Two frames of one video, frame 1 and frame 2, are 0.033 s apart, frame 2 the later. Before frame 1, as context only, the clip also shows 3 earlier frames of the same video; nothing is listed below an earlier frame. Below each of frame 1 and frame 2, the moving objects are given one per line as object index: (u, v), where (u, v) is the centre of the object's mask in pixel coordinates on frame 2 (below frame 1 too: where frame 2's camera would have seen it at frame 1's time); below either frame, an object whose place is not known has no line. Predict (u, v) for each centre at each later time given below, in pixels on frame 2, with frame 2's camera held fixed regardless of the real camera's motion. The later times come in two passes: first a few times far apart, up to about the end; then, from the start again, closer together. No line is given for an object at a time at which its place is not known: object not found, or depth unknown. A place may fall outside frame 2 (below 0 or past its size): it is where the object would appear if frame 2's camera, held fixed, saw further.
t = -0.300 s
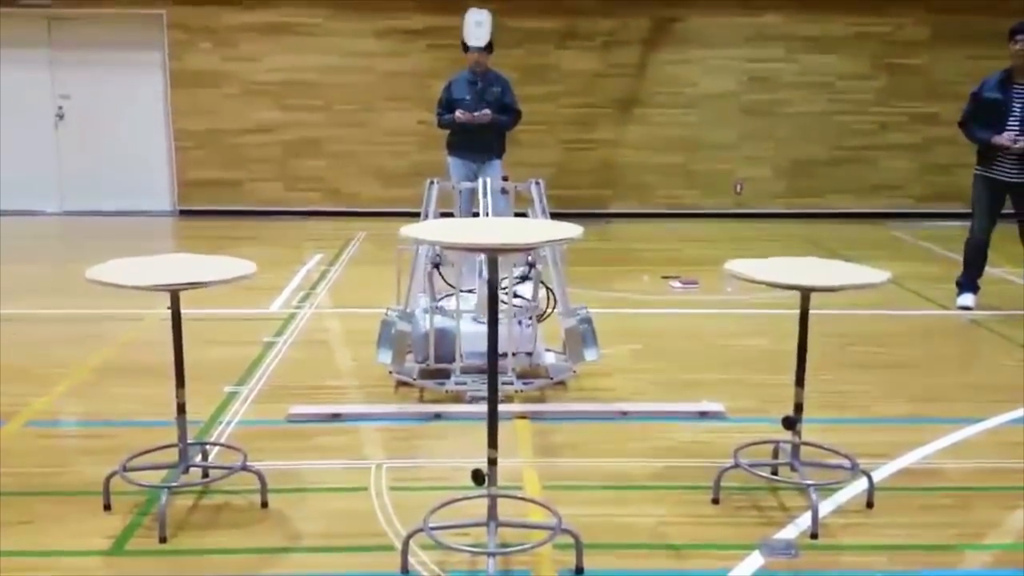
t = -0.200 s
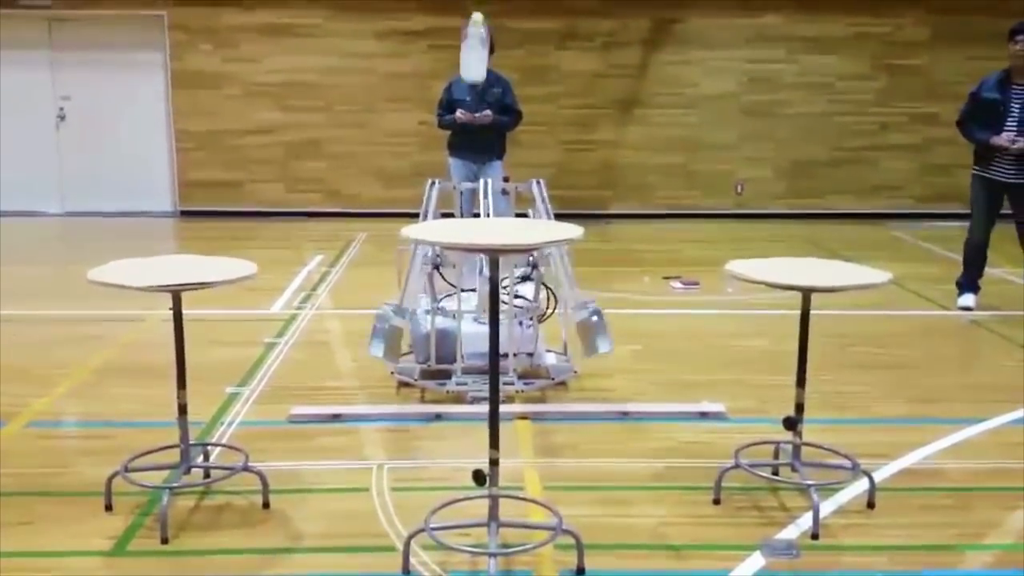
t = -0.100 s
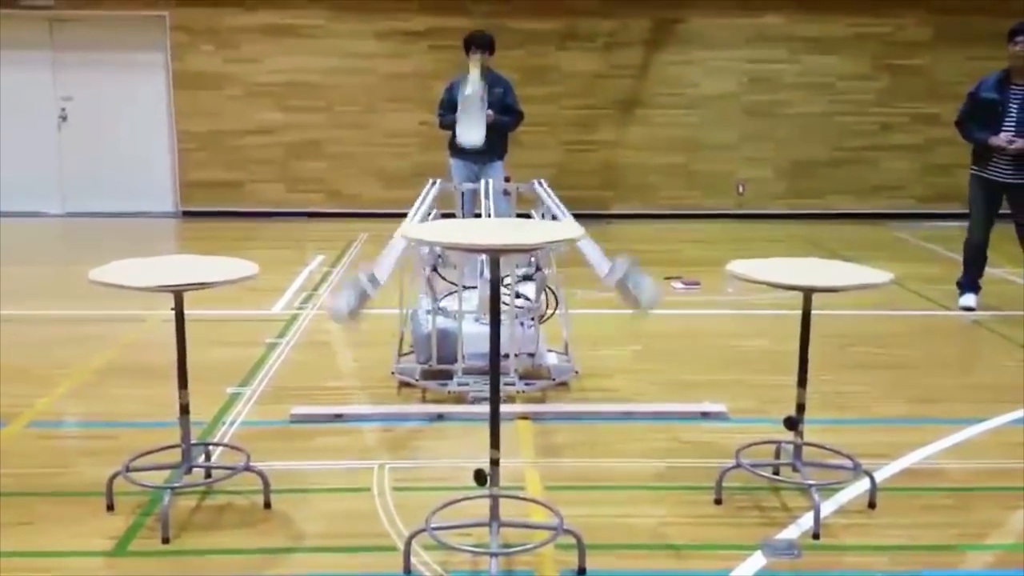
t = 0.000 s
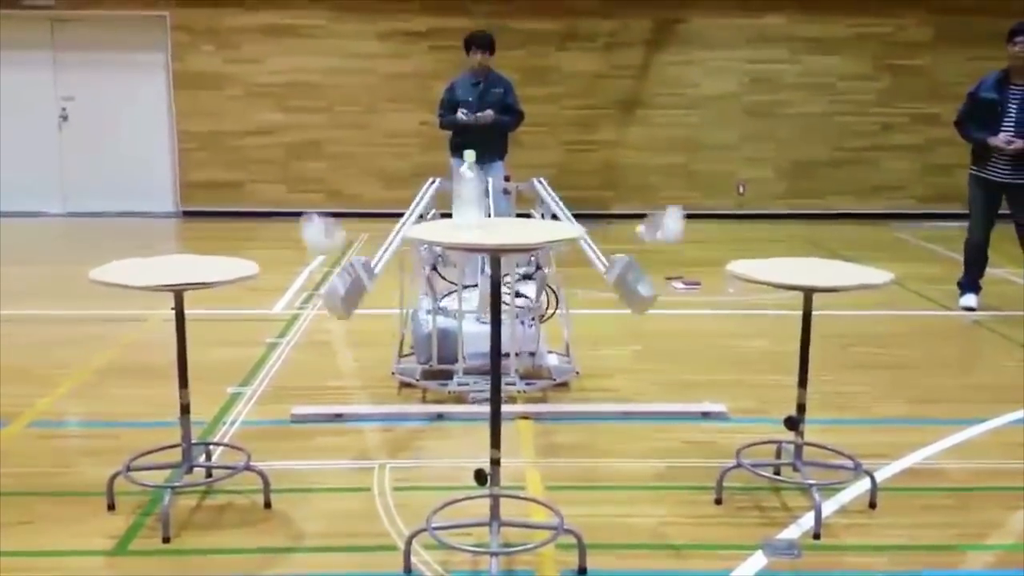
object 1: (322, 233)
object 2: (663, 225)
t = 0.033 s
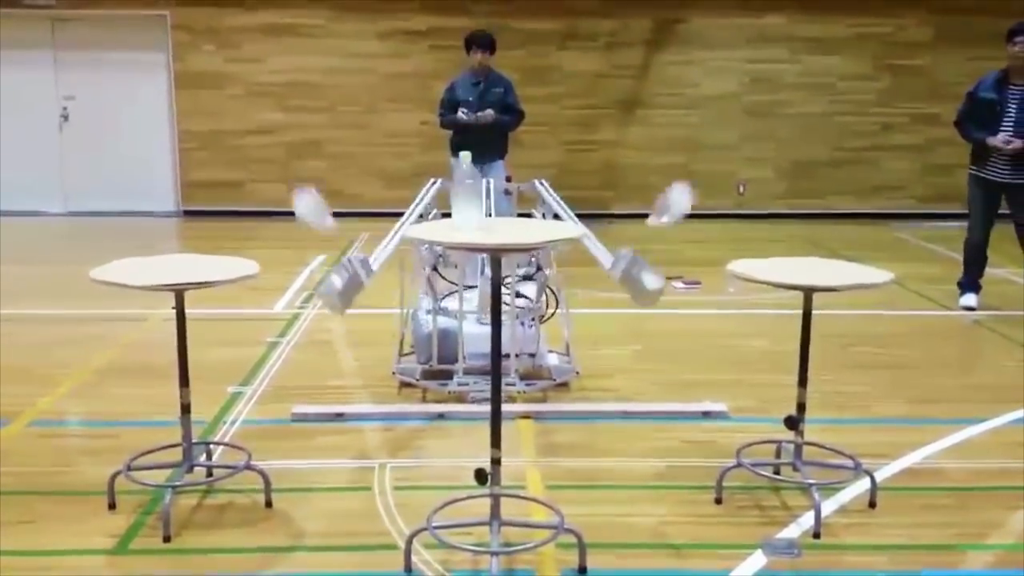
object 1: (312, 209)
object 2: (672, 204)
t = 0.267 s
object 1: (256, 116)
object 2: (727, 127)
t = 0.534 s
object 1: (202, 192)
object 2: (776, 218)
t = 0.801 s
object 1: (158, 237)
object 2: (791, 238)
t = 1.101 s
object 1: (148, 236)
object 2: (791, 239)
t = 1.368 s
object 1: (148, 236)
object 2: (791, 237)
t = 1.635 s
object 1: (149, 236)
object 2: (791, 239)
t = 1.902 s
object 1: (148, 236)
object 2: (791, 239)
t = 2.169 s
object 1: (151, 235)
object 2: (792, 240)
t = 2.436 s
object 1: (149, 235)
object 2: (791, 239)
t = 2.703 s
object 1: (150, 235)
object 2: (790, 239)
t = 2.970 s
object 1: (150, 234)
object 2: (790, 238)
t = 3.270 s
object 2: (790, 238)
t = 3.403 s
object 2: (790, 237)
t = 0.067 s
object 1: (305, 186)
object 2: (680, 187)
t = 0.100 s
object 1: (297, 169)
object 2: (687, 172)
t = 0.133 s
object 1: (289, 155)
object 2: (695, 158)
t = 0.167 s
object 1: (282, 142)
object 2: (703, 147)
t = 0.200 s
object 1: (272, 132)
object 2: (711, 138)
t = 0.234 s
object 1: (264, 124)
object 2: (719, 131)
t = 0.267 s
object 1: (256, 116)
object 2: (727, 127)
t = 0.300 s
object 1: (249, 113)
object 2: (734, 126)
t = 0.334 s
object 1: (242, 113)
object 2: (741, 128)
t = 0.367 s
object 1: (235, 117)
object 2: (747, 134)
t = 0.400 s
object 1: (226, 125)
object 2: (754, 143)
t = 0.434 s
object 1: (220, 135)
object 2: (760, 156)
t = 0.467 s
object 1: (213, 151)
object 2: (766, 174)
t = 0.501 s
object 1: (207, 169)
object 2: (771, 194)
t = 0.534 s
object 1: (202, 192)
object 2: (776, 218)
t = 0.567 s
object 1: (196, 219)
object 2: (780, 236)
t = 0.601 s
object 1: (191, 231)
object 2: (780, 239)
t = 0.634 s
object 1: (180, 235)
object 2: (783, 237)
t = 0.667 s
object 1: (174, 235)
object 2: (784, 238)
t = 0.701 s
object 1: (169, 236)
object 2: (785, 238)
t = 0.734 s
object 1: (165, 235)
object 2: (786, 238)
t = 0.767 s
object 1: (163, 237)
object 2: (789, 238)
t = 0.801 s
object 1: (158, 237)
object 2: (791, 238)
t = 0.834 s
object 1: (153, 235)
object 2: (791, 239)
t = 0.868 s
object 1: (151, 236)
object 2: (791, 239)
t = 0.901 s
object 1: (149, 236)
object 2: (791, 239)
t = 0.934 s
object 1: (148, 236)
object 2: (791, 239)
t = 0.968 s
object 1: (148, 235)
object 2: (791, 239)
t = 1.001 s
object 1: (148, 236)
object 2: (791, 239)
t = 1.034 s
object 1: (149, 236)
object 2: (791, 239)
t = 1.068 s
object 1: (148, 236)
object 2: (791, 239)
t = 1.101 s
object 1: (148, 236)
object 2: (791, 239)
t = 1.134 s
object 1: (148, 236)
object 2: (791, 239)
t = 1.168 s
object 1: (147, 236)
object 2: (791, 238)
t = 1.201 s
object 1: (148, 236)
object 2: (791, 238)
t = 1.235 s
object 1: (148, 236)
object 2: (791, 238)
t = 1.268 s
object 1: (148, 236)
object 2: (791, 238)
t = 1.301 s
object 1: (148, 235)
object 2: (791, 237)
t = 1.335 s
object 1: (149, 235)
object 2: (791, 237)
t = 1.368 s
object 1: (148, 236)
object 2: (791, 237)
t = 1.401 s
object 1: (149, 236)
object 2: (791, 237)
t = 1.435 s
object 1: (149, 236)
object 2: (791, 238)
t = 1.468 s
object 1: (149, 236)
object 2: (791, 238)
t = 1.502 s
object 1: (149, 236)
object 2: (791, 238)
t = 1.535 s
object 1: (149, 236)
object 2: (791, 239)
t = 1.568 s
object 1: (149, 236)
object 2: (791, 238)
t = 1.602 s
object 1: (149, 236)
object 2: (791, 239)
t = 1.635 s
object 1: (149, 236)
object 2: (791, 239)
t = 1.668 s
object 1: (149, 236)
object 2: (791, 239)
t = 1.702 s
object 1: (149, 236)
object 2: (791, 239)
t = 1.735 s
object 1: (149, 236)
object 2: (791, 239)
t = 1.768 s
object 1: (149, 235)
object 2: (791, 239)
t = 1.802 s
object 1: (149, 236)
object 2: (791, 239)
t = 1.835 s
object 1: (149, 236)
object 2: (791, 239)
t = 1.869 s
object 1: (148, 235)
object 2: (791, 239)
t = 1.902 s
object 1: (148, 236)
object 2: (791, 239)
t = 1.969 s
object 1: (149, 236)
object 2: (791, 239)
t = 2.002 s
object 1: (149, 236)
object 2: (791, 239)
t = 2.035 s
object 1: (148, 236)
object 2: (791, 238)
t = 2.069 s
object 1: (148, 236)
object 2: (791, 238)
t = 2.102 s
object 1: (149, 236)
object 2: (791, 238)
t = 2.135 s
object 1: (150, 235)
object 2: (791, 238)
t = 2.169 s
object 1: (151, 235)
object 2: (792, 240)
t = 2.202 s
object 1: (150, 235)
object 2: (791, 239)
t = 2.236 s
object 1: (149, 236)
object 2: (791, 239)
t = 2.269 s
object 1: (149, 235)
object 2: (791, 239)
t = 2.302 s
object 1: (149, 235)
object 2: (790, 239)
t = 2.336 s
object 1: (149, 236)
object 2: (791, 239)
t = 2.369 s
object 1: (148, 235)
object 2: (791, 239)
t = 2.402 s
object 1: (148, 235)
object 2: (791, 239)
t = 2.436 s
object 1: (149, 235)
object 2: (791, 239)
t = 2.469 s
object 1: (149, 235)
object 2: (791, 238)
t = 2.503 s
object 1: (150, 235)
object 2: (790, 238)
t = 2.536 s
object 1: (150, 235)
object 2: (791, 239)
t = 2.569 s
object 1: (150, 235)
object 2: (791, 239)
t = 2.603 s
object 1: (150, 235)
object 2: (791, 239)
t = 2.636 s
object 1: (150, 235)
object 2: (790, 238)
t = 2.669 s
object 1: (149, 234)
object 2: (790, 239)
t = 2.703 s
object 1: (150, 235)
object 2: (790, 239)
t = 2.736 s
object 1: (150, 234)
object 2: (790, 238)
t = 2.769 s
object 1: (150, 234)
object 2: (790, 238)
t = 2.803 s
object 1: (150, 234)
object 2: (791, 238)
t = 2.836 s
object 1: (150, 234)
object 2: (790, 238)
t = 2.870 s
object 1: (150, 234)
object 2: (790, 238)
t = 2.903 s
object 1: (149, 234)
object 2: (790, 238)
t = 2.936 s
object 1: (150, 234)
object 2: (790, 238)
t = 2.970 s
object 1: (150, 234)
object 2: (790, 238)
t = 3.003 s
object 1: (149, 234)
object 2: (790, 239)
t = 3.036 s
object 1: (150, 234)
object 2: (790, 238)
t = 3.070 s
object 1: (150, 234)
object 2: (790, 238)
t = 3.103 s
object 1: (150, 234)
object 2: (790, 238)
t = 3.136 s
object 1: (150, 234)
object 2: (790, 238)
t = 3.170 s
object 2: (790, 238)
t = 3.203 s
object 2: (790, 238)
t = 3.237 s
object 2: (790, 237)
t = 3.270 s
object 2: (790, 238)
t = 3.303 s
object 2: (790, 238)
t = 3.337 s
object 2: (790, 238)
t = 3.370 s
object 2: (790, 237)
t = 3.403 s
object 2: (790, 237)
